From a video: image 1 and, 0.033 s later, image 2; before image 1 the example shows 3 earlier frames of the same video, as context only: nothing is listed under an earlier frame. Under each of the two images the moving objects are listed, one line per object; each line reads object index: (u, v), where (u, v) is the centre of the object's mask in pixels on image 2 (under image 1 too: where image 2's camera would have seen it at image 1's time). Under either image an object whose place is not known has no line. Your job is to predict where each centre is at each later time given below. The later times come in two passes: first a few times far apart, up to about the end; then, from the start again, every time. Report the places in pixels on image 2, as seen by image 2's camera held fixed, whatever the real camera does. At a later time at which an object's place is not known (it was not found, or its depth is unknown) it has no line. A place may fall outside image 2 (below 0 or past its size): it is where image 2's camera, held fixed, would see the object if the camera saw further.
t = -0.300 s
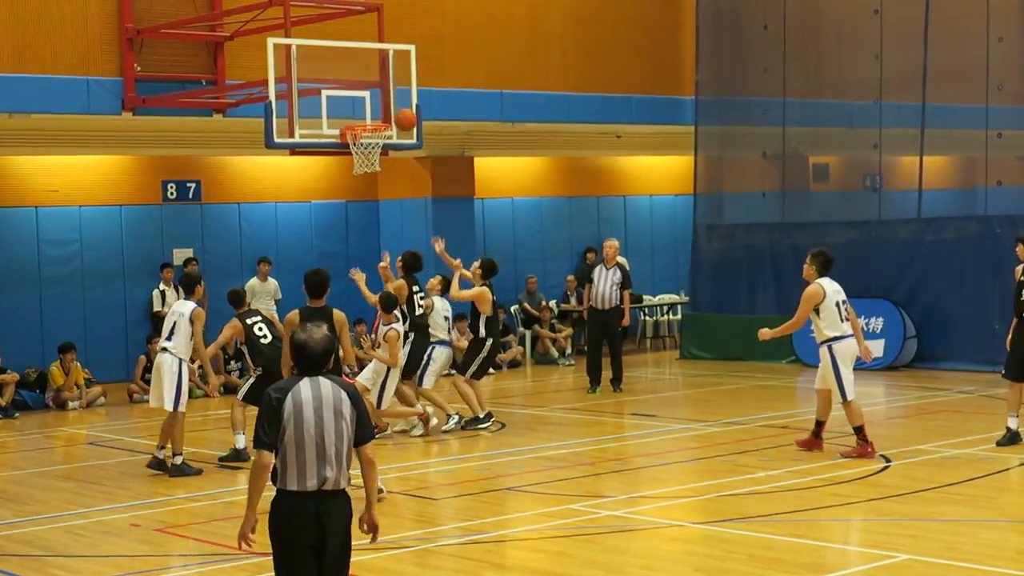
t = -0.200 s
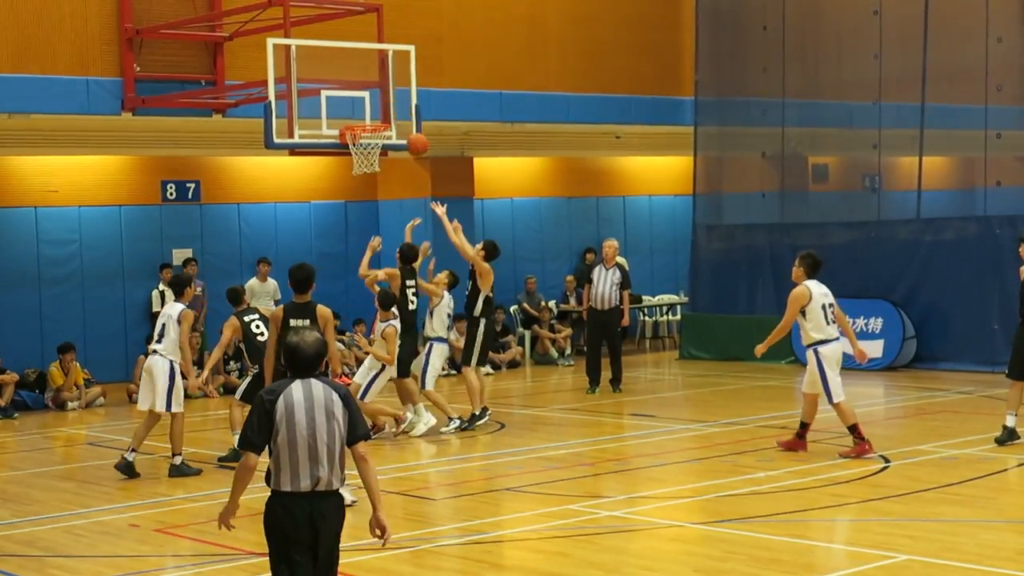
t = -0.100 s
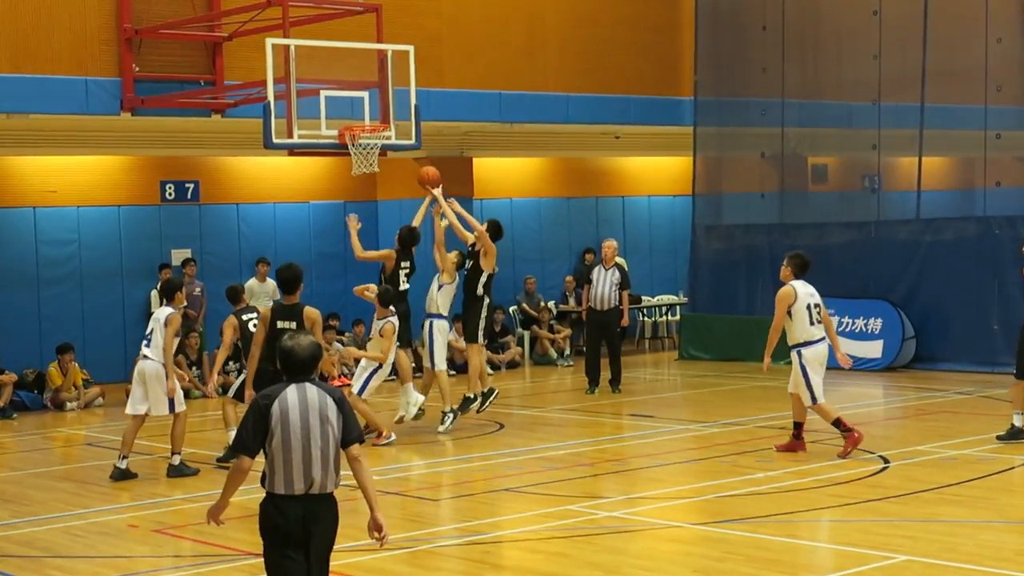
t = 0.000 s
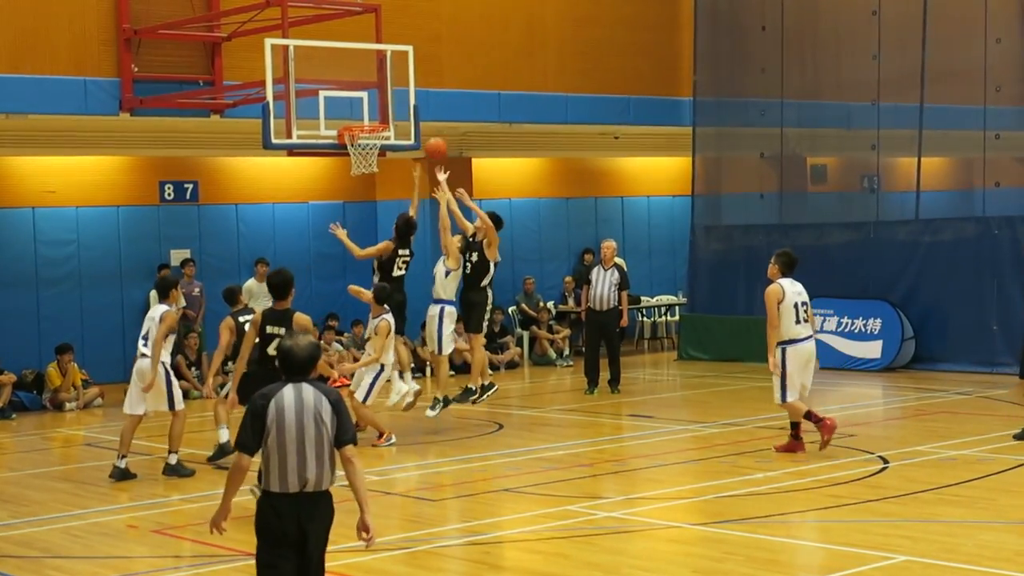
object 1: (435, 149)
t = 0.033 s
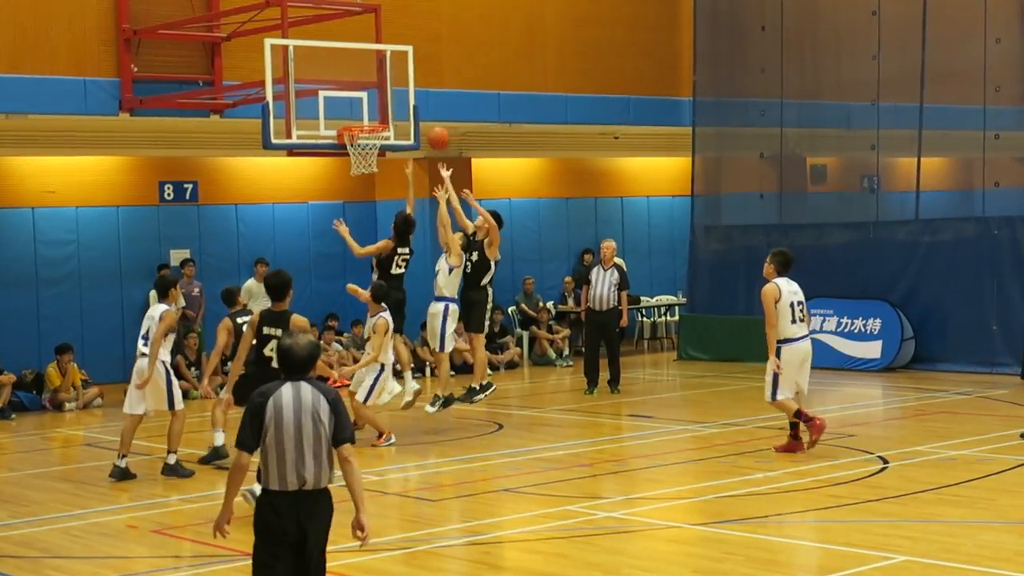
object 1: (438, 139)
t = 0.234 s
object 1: (458, 95)
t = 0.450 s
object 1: (482, 92)
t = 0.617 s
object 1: (501, 122)
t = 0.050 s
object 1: (440, 134)
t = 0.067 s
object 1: (441, 128)
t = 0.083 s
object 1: (443, 124)
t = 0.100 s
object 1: (445, 120)
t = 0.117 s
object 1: (446, 116)
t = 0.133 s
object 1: (448, 112)
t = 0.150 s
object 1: (450, 109)
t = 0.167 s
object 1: (451, 105)
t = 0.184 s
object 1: (453, 102)
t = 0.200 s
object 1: (455, 100)
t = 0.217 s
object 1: (456, 98)
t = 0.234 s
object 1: (458, 95)
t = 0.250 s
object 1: (460, 94)
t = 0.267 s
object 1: (462, 92)
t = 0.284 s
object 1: (463, 90)
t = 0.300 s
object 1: (465, 89)
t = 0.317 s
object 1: (467, 89)
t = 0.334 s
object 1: (469, 88)
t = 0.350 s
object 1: (470, 88)
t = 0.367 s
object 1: (472, 88)
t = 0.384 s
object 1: (474, 88)
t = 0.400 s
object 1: (475, 88)
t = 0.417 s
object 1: (478, 89)
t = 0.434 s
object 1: (480, 90)
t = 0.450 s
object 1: (482, 92)
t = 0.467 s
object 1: (484, 93)
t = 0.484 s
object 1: (486, 95)
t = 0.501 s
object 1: (488, 98)
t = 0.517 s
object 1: (490, 100)
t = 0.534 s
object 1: (492, 103)
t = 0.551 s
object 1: (493, 106)
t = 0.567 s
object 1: (495, 109)
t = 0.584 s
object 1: (498, 113)
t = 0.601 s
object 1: (499, 117)
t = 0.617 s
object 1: (501, 122)
